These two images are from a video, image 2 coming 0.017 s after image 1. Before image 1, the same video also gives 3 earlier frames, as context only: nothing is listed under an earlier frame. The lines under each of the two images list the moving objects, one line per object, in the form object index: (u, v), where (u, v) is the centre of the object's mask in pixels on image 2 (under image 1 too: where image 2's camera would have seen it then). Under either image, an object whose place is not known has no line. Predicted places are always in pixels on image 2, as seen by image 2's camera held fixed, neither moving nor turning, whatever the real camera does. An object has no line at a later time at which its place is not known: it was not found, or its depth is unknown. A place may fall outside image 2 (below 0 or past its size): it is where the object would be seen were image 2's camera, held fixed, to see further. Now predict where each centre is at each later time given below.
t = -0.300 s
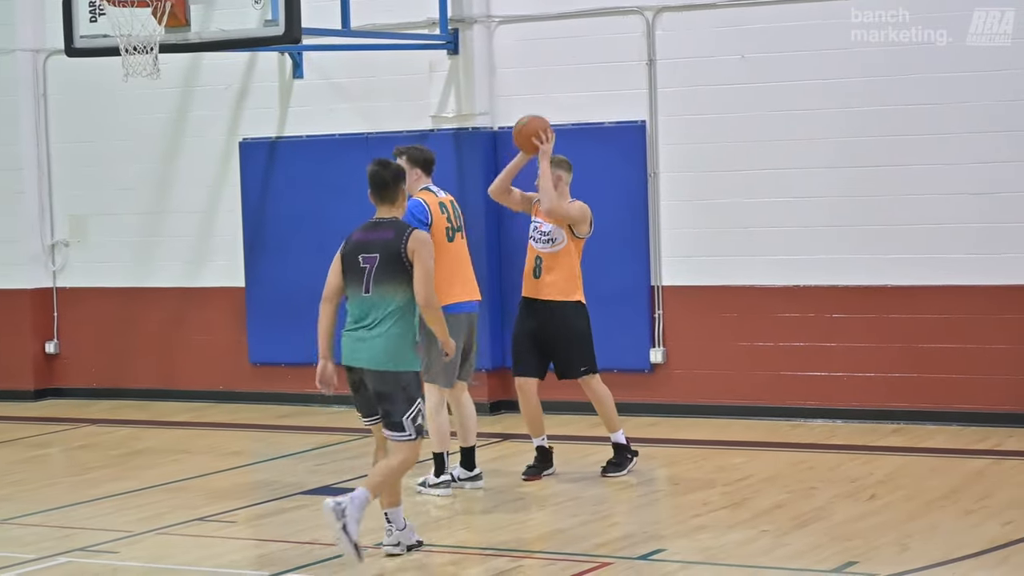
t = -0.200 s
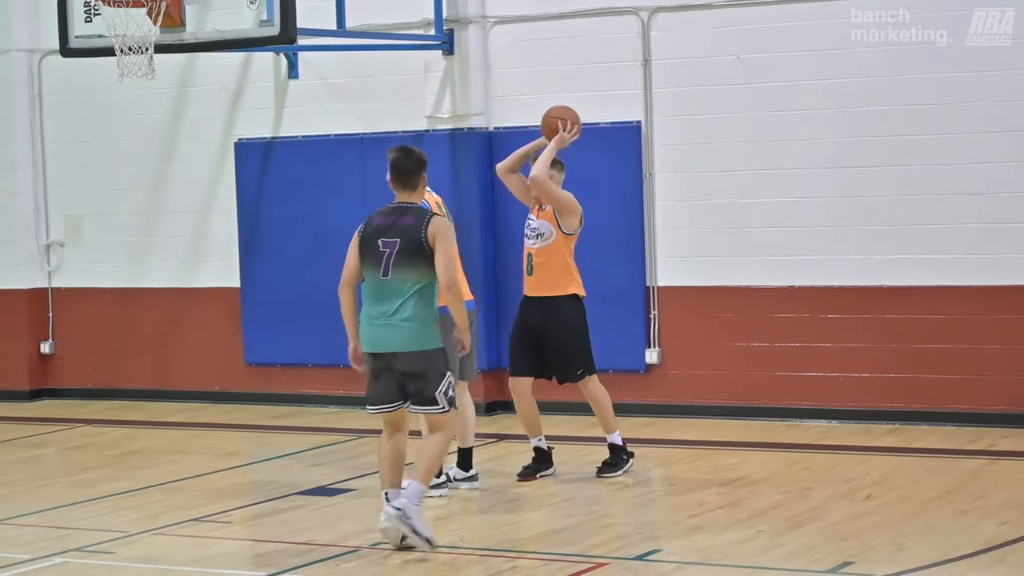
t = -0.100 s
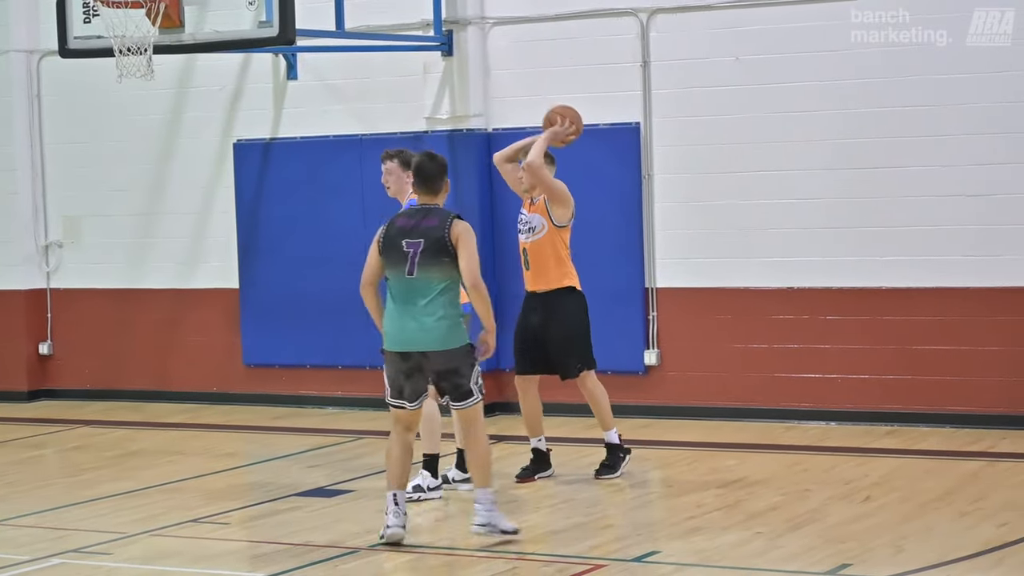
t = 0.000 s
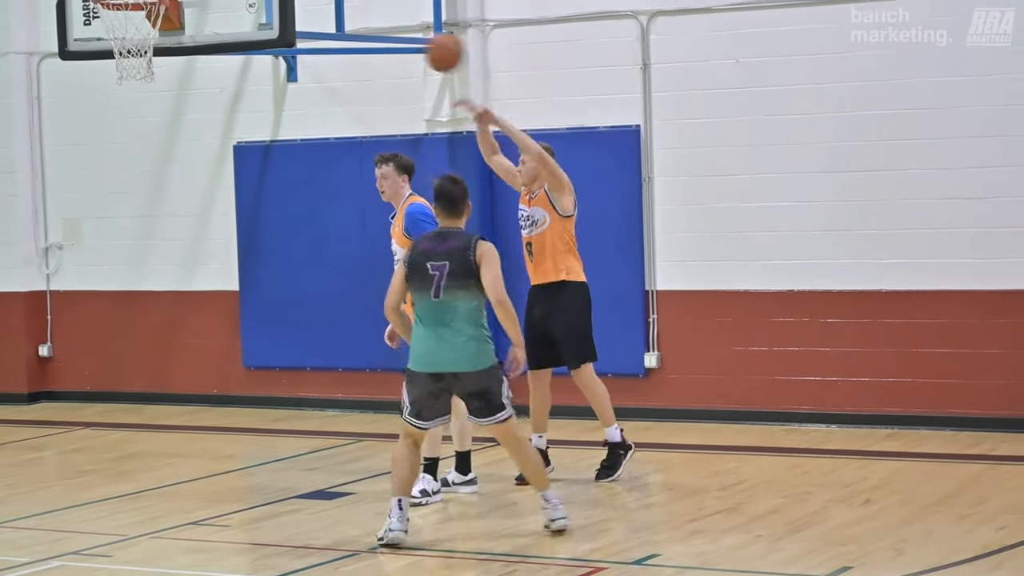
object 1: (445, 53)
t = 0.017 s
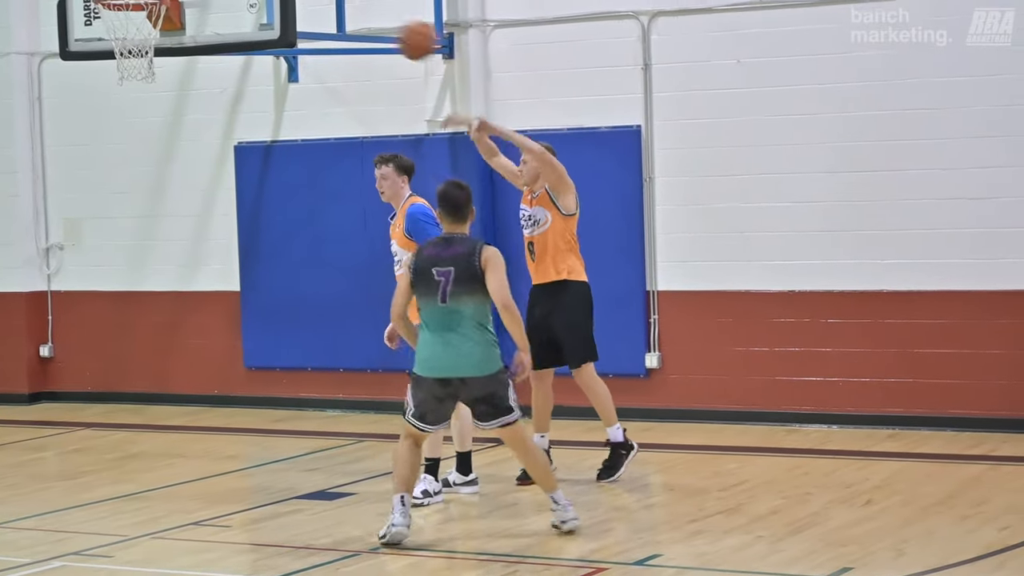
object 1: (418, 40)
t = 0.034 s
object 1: (388, 28)
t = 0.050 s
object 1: (361, 17)
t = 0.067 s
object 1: (332, 10)
